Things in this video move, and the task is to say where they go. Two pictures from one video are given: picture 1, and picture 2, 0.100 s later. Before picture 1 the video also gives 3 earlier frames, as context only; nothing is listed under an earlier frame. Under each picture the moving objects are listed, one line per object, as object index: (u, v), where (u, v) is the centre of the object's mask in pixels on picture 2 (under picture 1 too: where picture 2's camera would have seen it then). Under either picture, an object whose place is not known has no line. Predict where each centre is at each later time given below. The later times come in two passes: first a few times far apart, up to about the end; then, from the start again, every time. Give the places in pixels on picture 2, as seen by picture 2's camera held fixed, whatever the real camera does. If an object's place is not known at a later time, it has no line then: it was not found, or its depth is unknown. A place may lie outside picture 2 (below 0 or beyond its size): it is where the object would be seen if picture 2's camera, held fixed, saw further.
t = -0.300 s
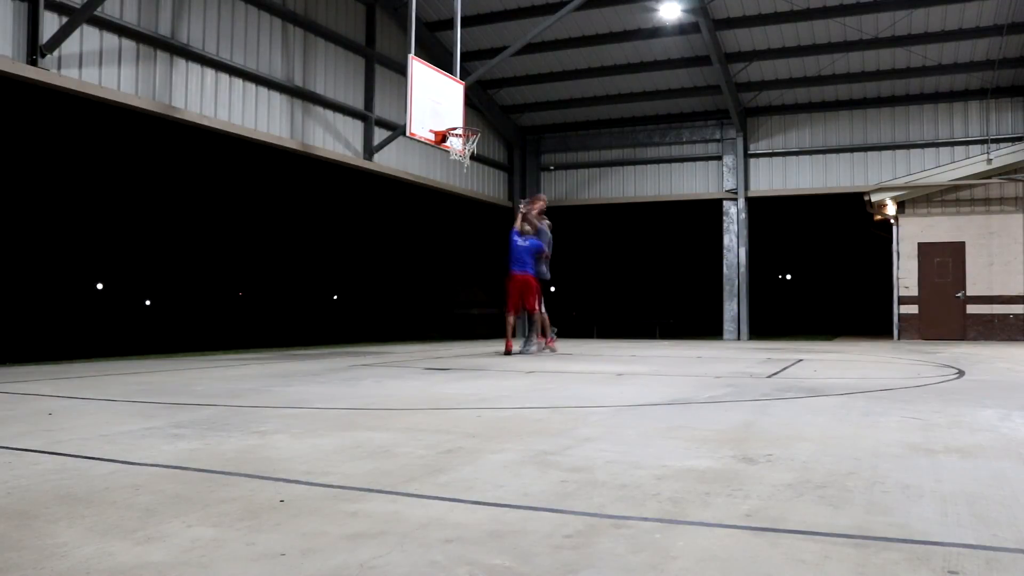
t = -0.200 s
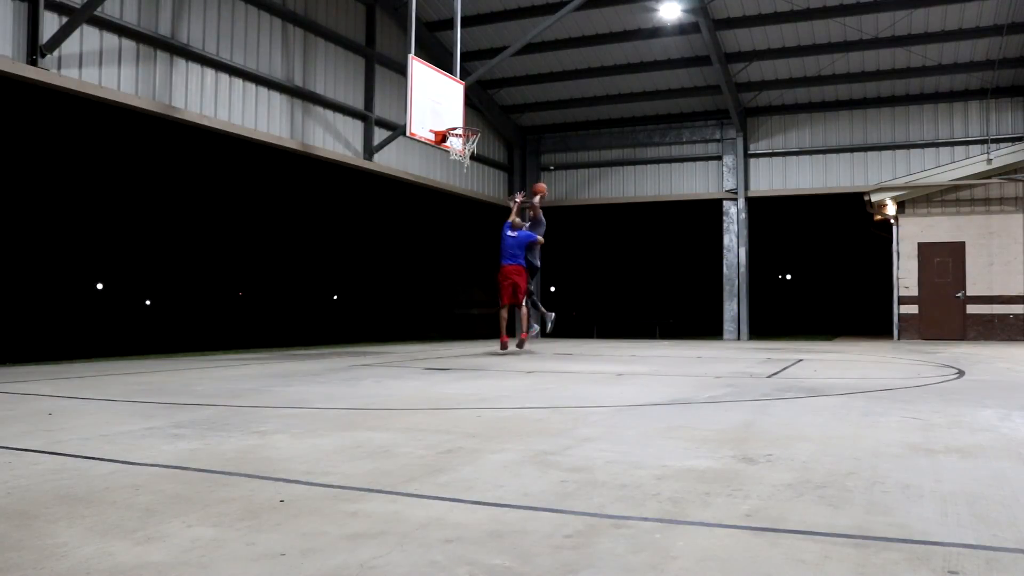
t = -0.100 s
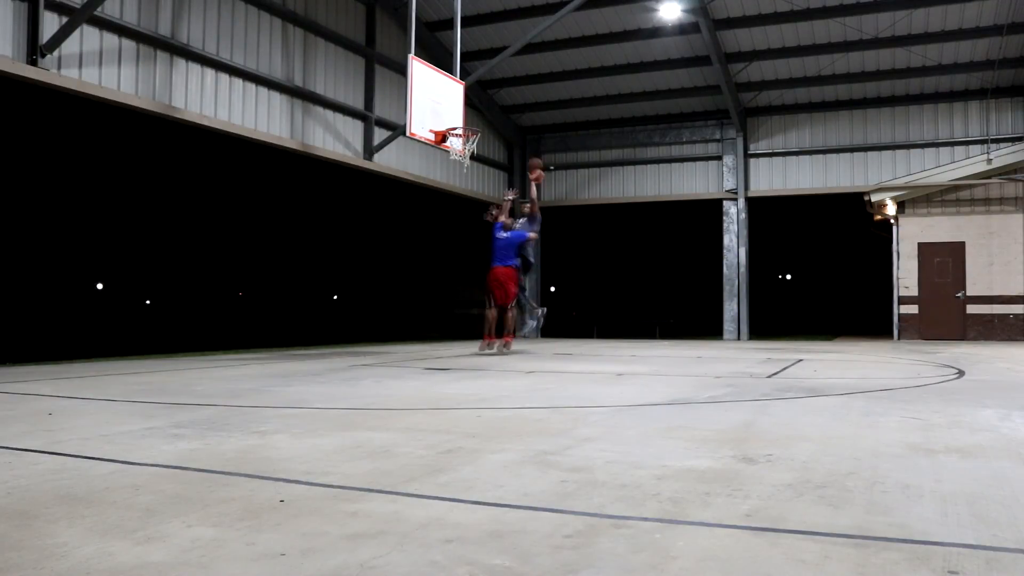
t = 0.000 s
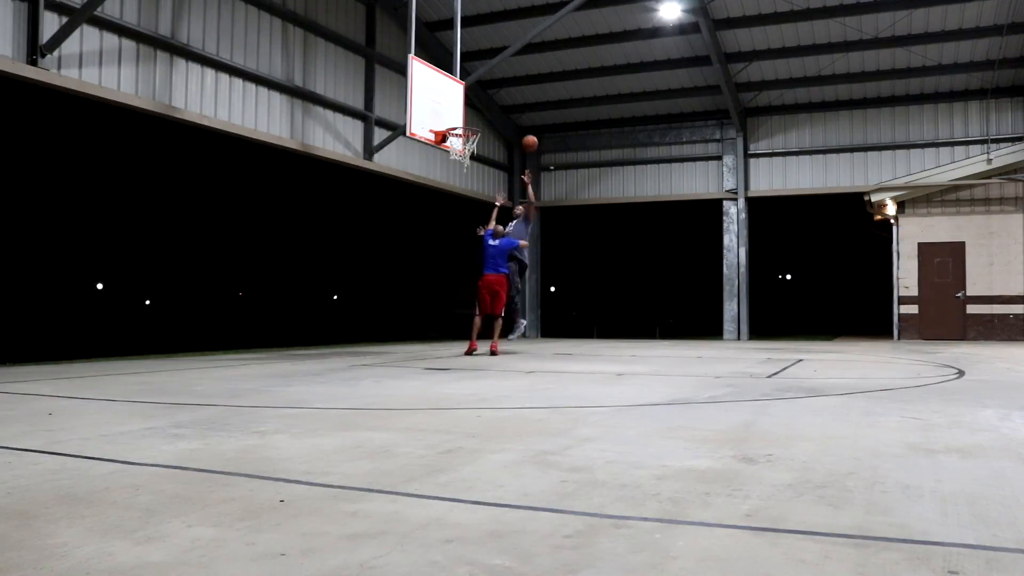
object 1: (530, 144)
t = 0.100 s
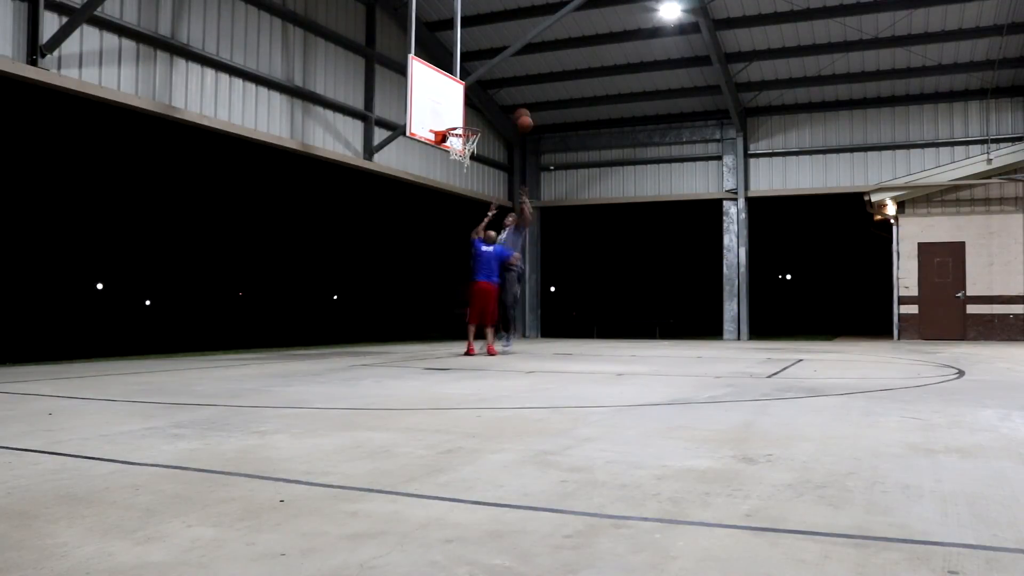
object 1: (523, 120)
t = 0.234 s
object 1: (515, 99)
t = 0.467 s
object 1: (498, 89)
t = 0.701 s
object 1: (481, 116)
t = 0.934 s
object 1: (467, 114)
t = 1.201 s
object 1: (461, 120)
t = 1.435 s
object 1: (465, 131)
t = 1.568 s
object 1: (458, 146)
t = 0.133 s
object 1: (521, 113)
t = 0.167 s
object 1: (519, 109)
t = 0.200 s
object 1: (517, 103)
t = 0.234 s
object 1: (515, 99)
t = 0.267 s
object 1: (512, 96)
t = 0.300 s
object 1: (510, 93)
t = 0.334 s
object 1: (508, 91)
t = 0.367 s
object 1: (506, 89)
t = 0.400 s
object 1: (503, 88)
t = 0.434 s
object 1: (501, 88)
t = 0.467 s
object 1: (498, 89)
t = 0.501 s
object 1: (496, 91)
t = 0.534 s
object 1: (494, 93)
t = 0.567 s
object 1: (491, 95)
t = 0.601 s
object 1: (488, 100)
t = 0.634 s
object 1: (486, 105)
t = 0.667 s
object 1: (483, 111)
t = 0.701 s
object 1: (481, 116)
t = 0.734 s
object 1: (479, 120)
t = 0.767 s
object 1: (477, 122)
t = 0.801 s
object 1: (475, 120)
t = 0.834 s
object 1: (473, 117)
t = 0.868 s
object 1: (471, 115)
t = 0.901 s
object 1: (469, 114)
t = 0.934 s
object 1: (467, 114)
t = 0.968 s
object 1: (465, 115)
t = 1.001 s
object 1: (462, 116)
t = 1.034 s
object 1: (460, 118)
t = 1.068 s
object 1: (458, 121)
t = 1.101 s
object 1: (458, 121)
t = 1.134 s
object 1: (458, 120)
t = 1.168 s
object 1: (460, 120)
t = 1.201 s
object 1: (461, 120)
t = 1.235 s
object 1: (462, 120)
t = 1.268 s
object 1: (463, 121)
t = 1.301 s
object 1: (464, 123)
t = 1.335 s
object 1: (466, 124)
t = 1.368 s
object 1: (467, 126)
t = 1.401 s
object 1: (466, 127)
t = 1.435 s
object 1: (465, 131)
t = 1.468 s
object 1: (465, 132)
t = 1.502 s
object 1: (463, 135)
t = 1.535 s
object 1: (460, 140)
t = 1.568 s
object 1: (458, 146)
